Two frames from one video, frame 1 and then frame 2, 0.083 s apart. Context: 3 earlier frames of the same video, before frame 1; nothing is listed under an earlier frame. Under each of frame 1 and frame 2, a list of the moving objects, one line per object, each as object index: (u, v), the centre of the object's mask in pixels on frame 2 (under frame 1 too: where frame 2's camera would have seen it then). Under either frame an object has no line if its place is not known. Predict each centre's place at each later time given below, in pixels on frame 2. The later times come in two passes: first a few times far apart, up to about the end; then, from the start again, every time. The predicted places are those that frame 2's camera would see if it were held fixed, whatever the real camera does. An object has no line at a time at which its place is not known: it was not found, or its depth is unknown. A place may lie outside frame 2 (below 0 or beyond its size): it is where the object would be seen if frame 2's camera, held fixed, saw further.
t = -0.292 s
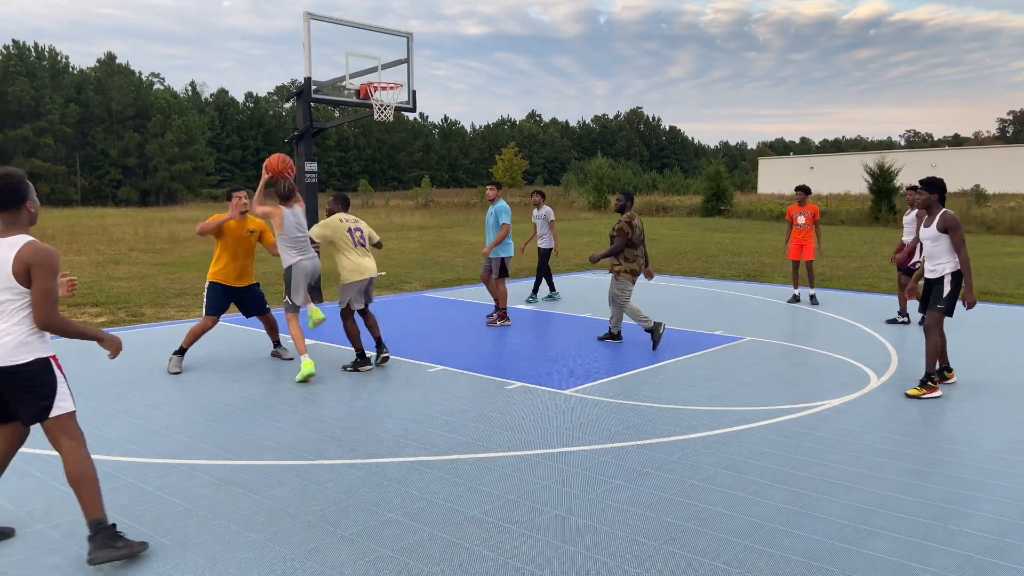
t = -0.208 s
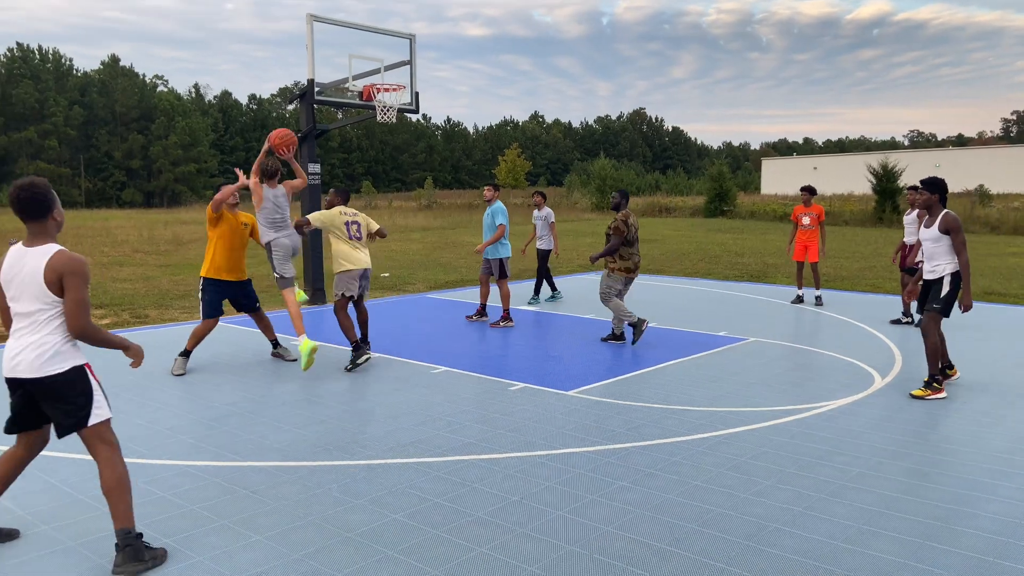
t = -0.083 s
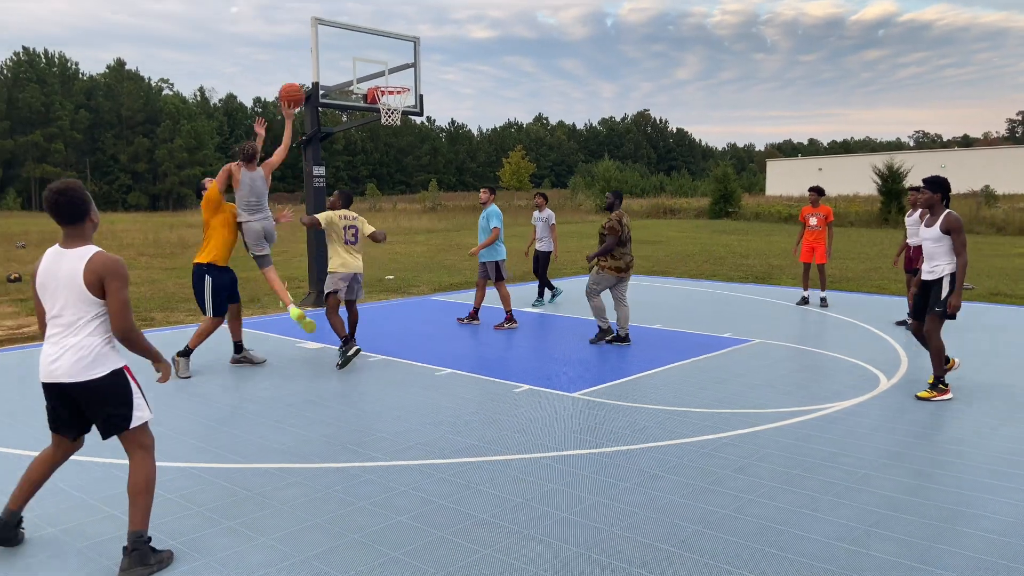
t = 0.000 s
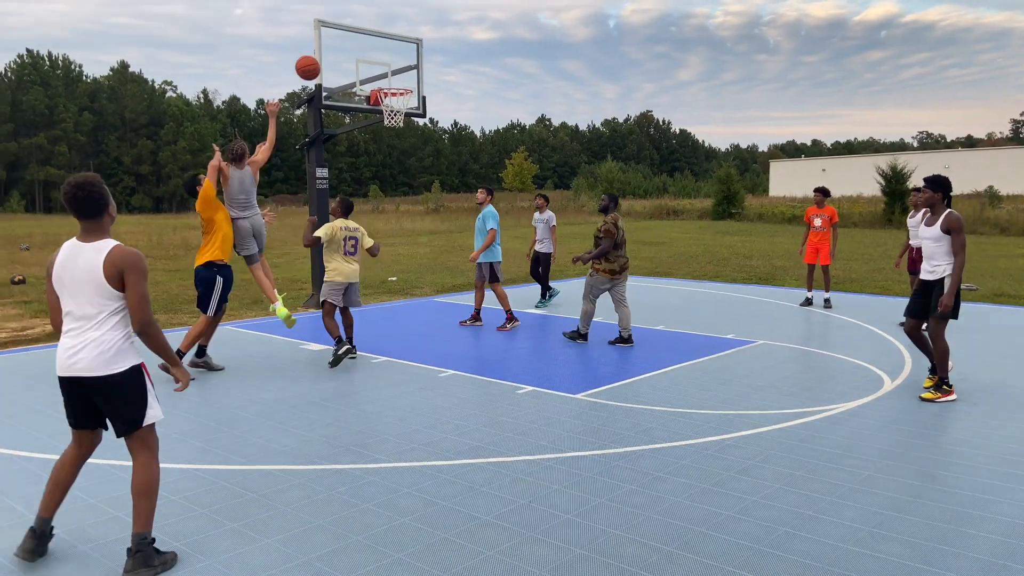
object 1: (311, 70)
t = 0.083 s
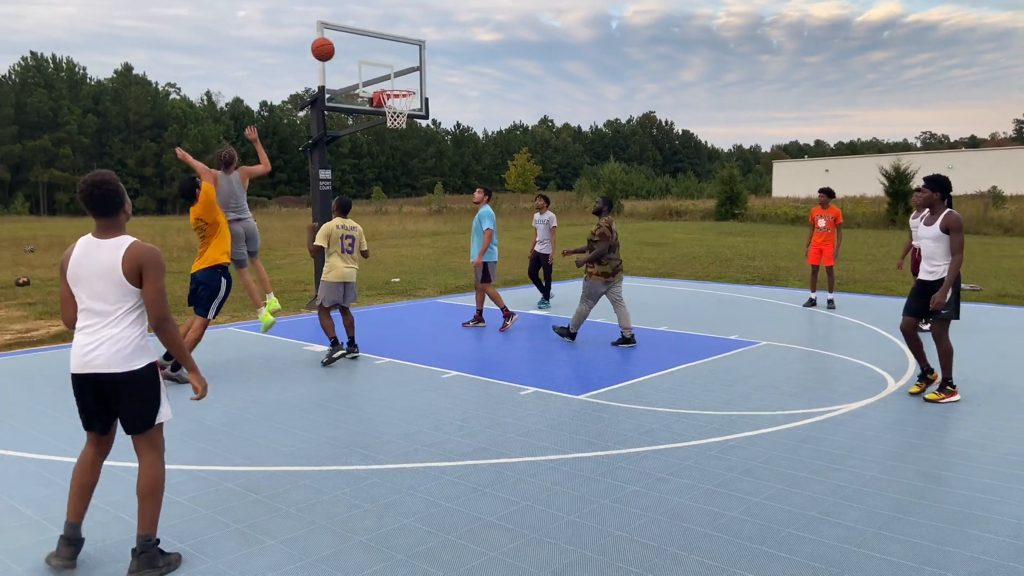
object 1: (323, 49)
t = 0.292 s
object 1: (350, 33)
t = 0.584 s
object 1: (381, 70)
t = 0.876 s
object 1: (435, 73)
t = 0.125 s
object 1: (329, 42)
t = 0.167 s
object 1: (334, 37)
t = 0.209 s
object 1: (340, 34)
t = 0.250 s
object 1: (345, 33)
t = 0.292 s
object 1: (350, 33)
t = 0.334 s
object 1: (355, 34)
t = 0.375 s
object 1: (359, 37)
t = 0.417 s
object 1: (364, 42)
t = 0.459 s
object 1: (368, 47)
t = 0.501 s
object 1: (373, 53)
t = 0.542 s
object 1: (377, 61)
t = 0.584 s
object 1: (381, 70)
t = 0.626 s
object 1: (386, 78)
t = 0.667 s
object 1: (396, 83)
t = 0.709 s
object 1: (404, 82)
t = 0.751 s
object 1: (412, 77)
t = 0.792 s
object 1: (420, 75)
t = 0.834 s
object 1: (427, 73)
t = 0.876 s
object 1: (435, 73)
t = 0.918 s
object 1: (443, 74)
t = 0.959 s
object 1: (451, 77)
